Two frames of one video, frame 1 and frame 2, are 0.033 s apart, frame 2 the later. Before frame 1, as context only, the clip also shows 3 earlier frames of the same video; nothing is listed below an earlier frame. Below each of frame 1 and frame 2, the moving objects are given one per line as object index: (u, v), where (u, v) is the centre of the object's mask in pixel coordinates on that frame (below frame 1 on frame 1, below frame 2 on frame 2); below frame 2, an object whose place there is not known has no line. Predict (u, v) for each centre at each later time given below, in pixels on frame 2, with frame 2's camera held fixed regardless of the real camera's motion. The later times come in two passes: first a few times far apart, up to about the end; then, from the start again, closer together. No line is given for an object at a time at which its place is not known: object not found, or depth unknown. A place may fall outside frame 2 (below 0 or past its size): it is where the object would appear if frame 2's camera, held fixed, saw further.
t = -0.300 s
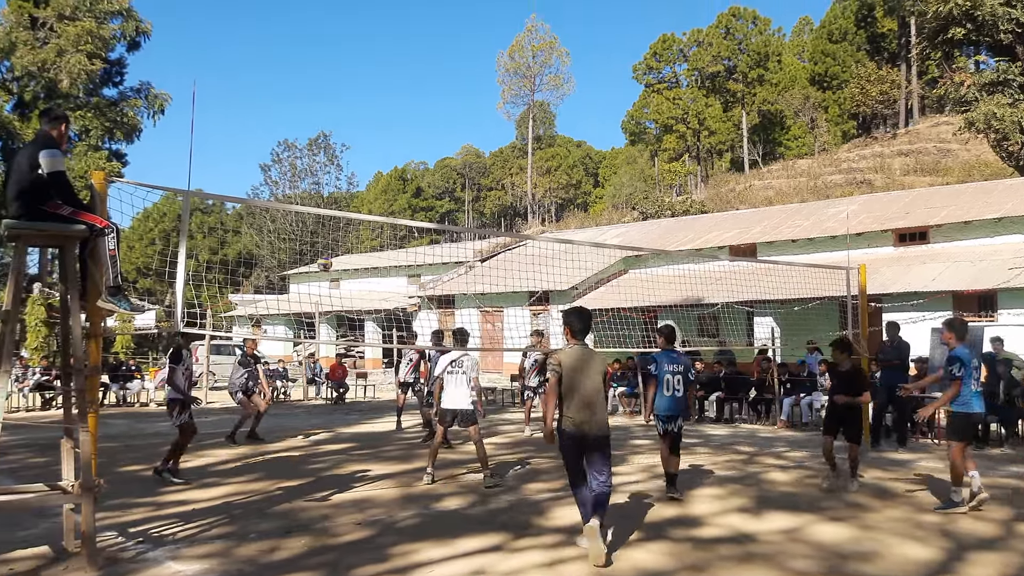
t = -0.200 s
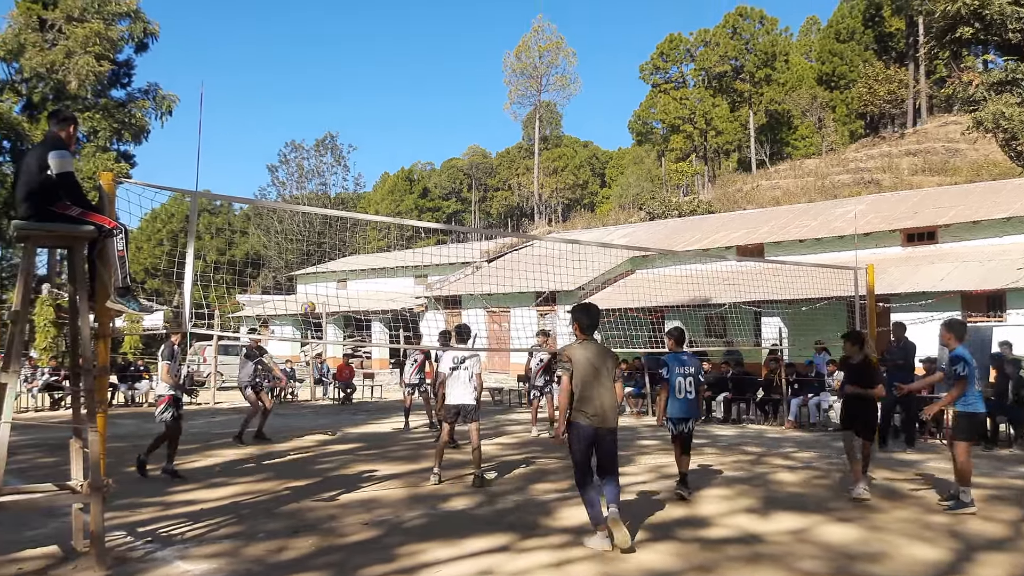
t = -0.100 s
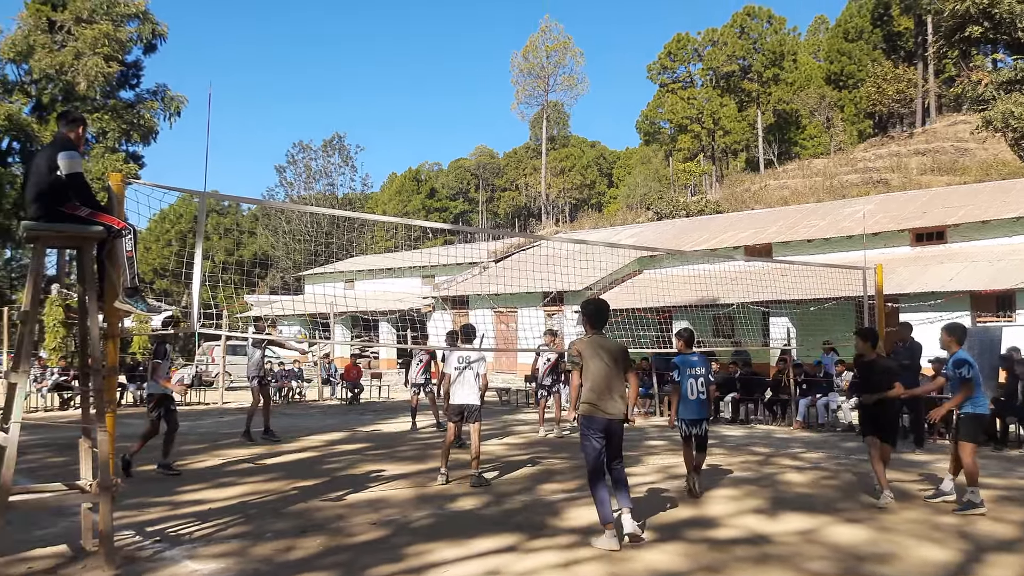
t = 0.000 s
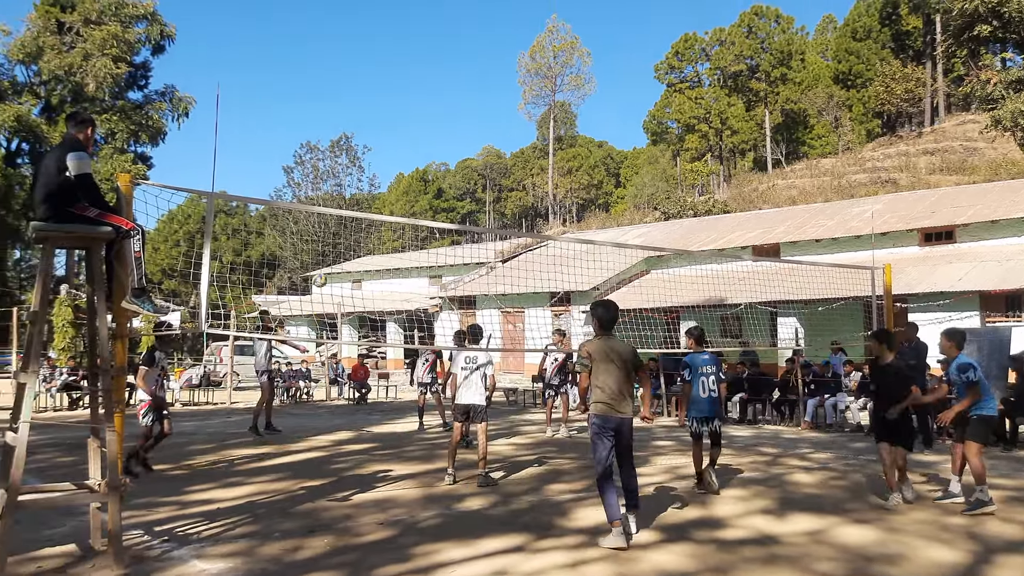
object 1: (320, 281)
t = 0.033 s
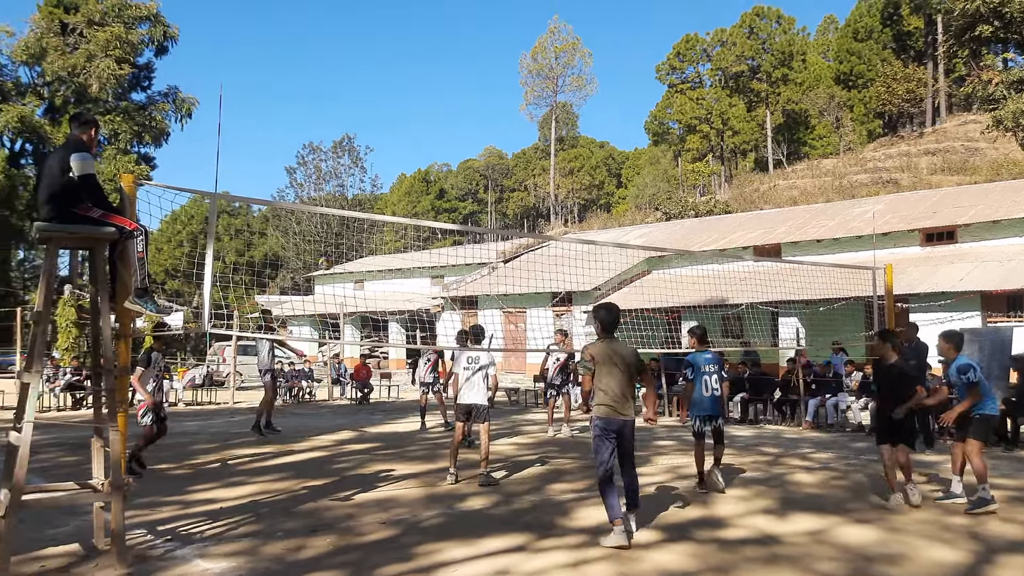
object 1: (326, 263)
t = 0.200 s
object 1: (346, 188)
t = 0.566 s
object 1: (396, 87)
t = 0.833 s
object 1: (433, 70)
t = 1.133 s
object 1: (475, 115)
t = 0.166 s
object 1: (341, 201)
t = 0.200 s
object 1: (346, 188)
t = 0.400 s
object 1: (374, 122)
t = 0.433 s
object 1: (378, 113)
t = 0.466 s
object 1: (382, 106)
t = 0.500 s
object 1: (387, 99)
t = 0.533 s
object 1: (391, 92)
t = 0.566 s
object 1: (396, 87)
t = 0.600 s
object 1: (400, 82)
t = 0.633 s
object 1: (405, 78)
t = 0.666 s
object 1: (410, 75)
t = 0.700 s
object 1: (414, 72)
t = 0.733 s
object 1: (419, 70)
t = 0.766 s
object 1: (423, 70)
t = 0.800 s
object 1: (428, 70)
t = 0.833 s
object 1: (433, 70)
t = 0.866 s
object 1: (437, 72)
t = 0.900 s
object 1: (442, 75)
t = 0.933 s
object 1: (447, 78)
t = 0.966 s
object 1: (451, 82)
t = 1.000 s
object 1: (456, 87)
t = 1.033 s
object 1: (461, 93)
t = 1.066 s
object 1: (465, 99)
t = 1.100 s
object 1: (470, 107)
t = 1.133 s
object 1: (475, 115)
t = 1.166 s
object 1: (479, 124)
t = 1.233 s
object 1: (488, 145)
